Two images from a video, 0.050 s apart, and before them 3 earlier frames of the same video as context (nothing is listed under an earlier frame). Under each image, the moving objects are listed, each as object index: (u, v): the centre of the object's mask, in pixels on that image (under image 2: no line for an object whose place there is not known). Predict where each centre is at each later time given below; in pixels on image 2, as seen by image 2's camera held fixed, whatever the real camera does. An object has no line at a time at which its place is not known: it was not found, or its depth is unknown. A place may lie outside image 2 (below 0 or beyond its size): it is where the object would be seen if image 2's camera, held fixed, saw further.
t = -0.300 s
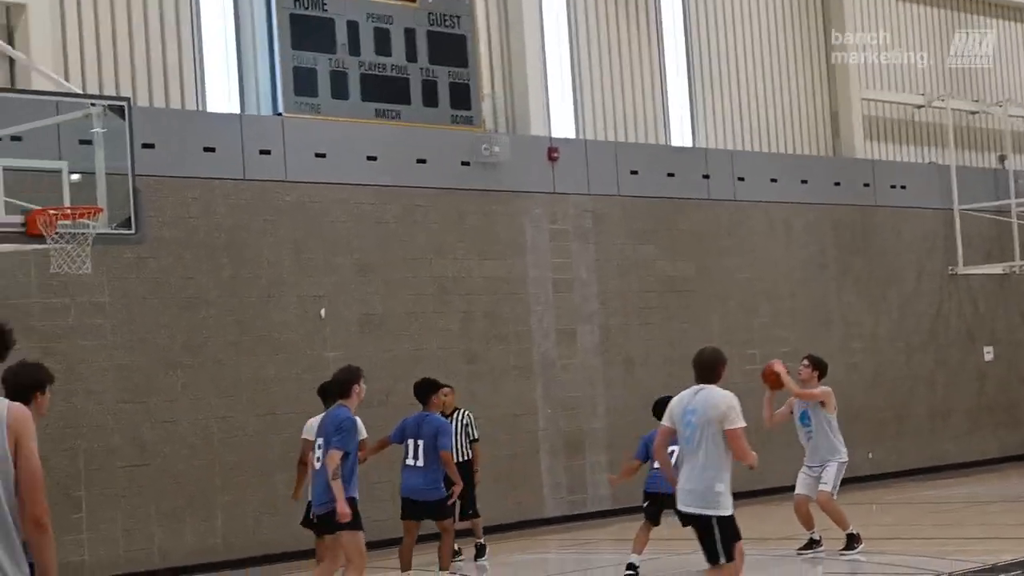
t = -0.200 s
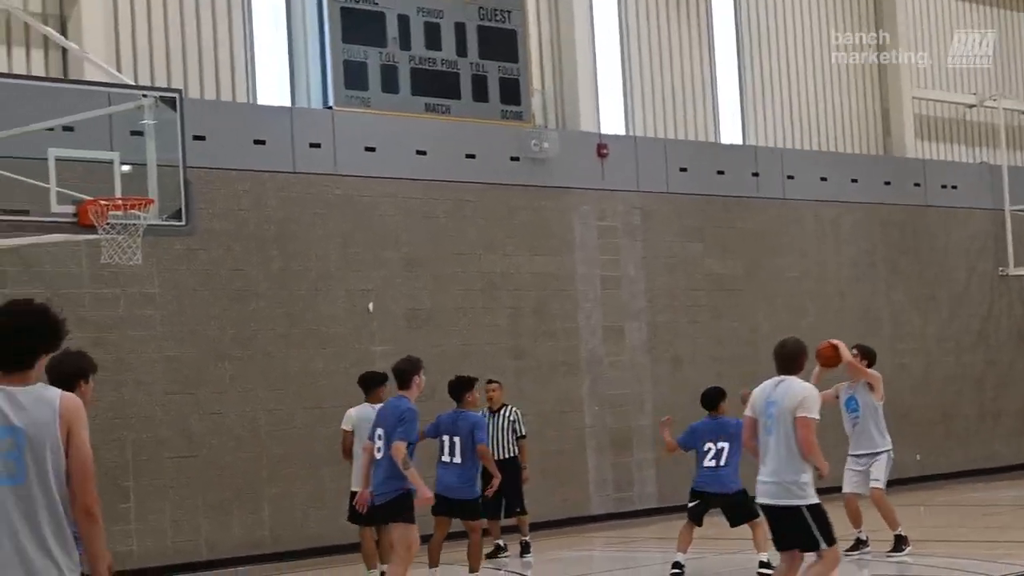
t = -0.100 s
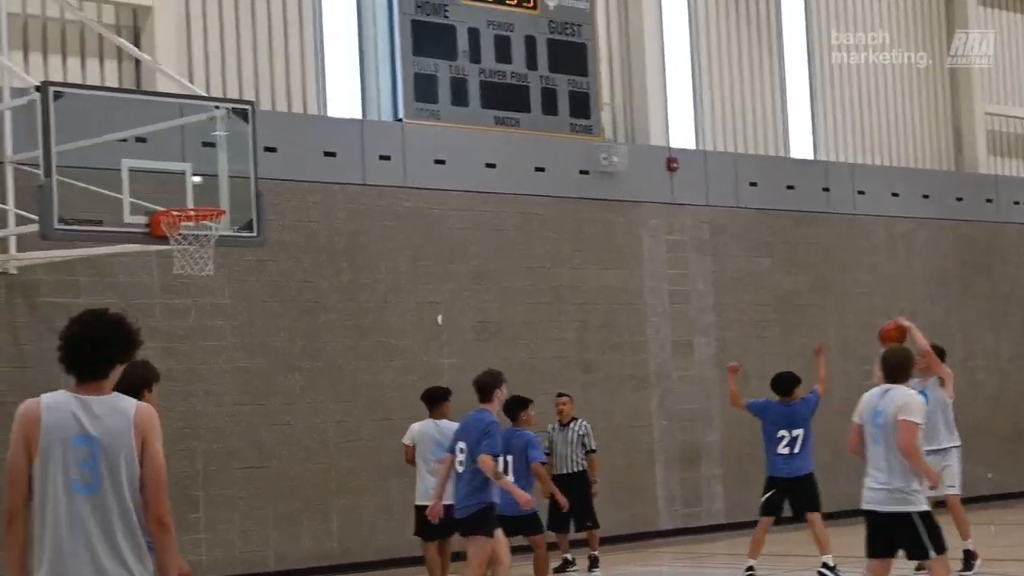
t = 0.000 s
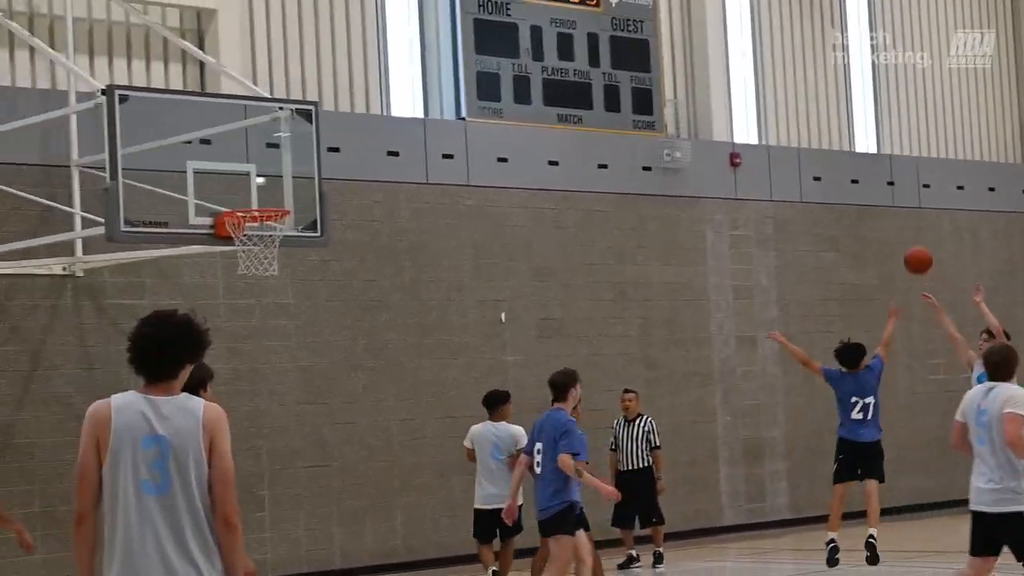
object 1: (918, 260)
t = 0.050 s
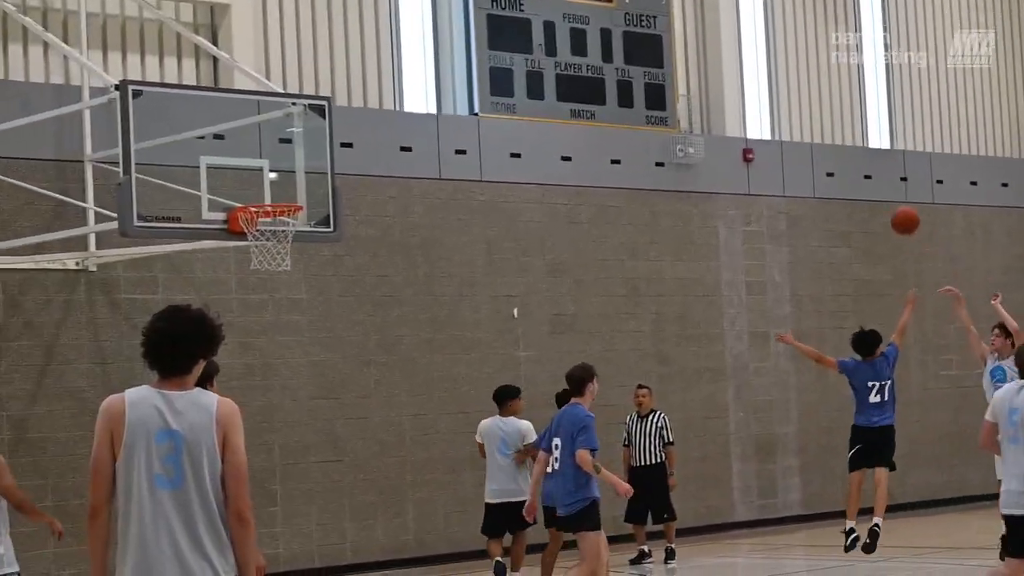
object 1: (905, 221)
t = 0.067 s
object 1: (896, 210)
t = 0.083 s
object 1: (887, 199)
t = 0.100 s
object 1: (879, 189)
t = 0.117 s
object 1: (870, 178)
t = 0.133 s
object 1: (862, 168)
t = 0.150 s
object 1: (853, 159)
